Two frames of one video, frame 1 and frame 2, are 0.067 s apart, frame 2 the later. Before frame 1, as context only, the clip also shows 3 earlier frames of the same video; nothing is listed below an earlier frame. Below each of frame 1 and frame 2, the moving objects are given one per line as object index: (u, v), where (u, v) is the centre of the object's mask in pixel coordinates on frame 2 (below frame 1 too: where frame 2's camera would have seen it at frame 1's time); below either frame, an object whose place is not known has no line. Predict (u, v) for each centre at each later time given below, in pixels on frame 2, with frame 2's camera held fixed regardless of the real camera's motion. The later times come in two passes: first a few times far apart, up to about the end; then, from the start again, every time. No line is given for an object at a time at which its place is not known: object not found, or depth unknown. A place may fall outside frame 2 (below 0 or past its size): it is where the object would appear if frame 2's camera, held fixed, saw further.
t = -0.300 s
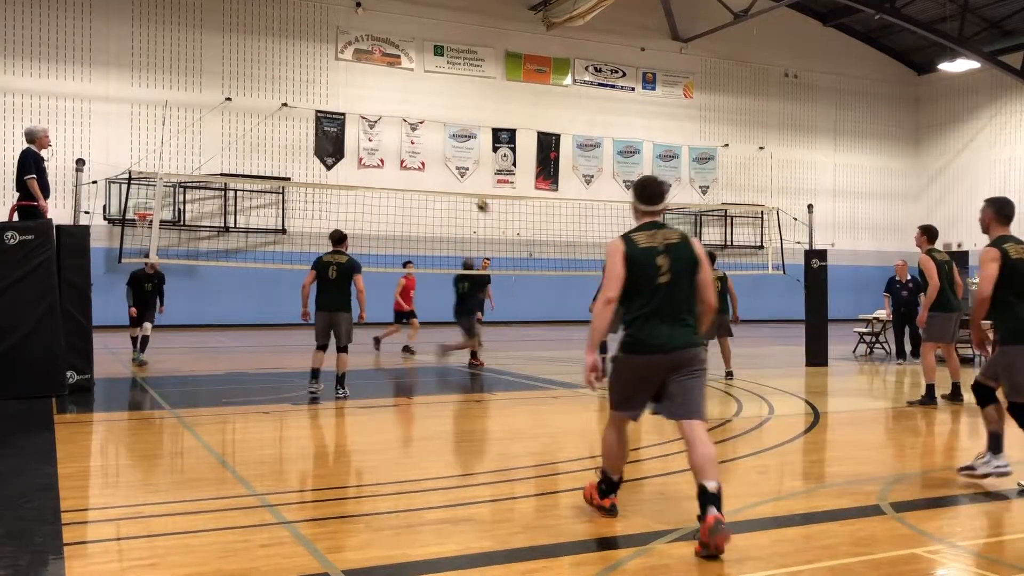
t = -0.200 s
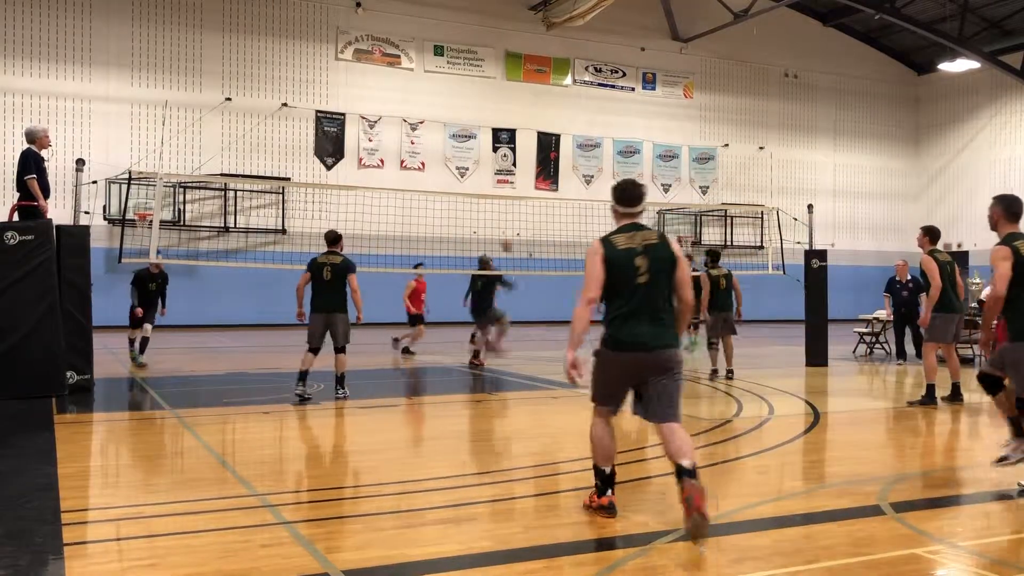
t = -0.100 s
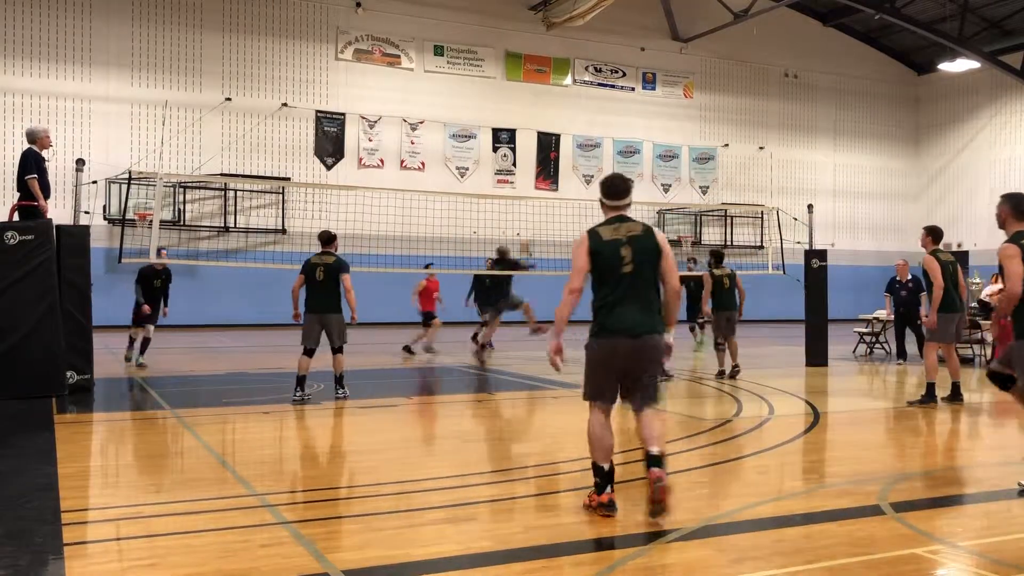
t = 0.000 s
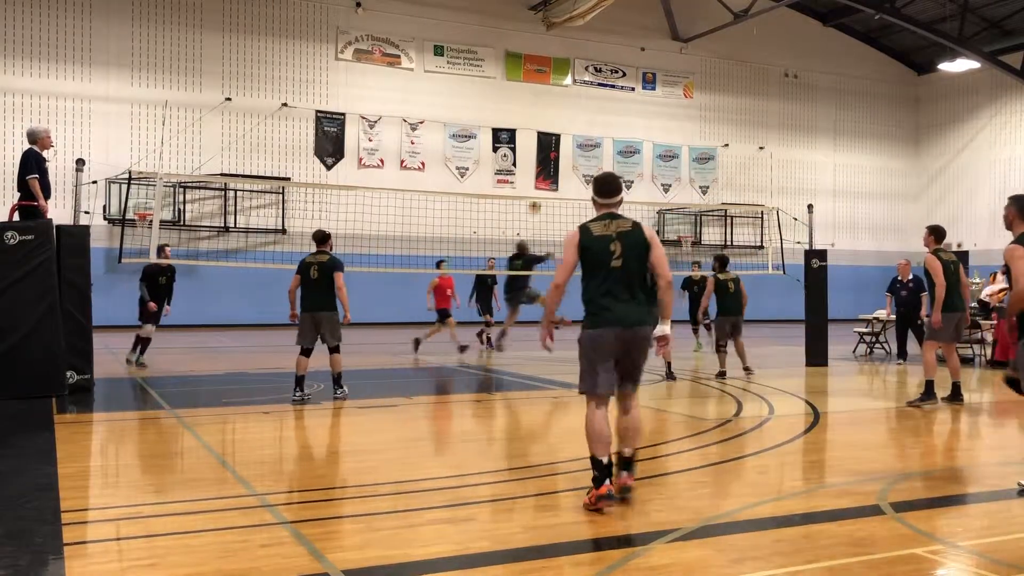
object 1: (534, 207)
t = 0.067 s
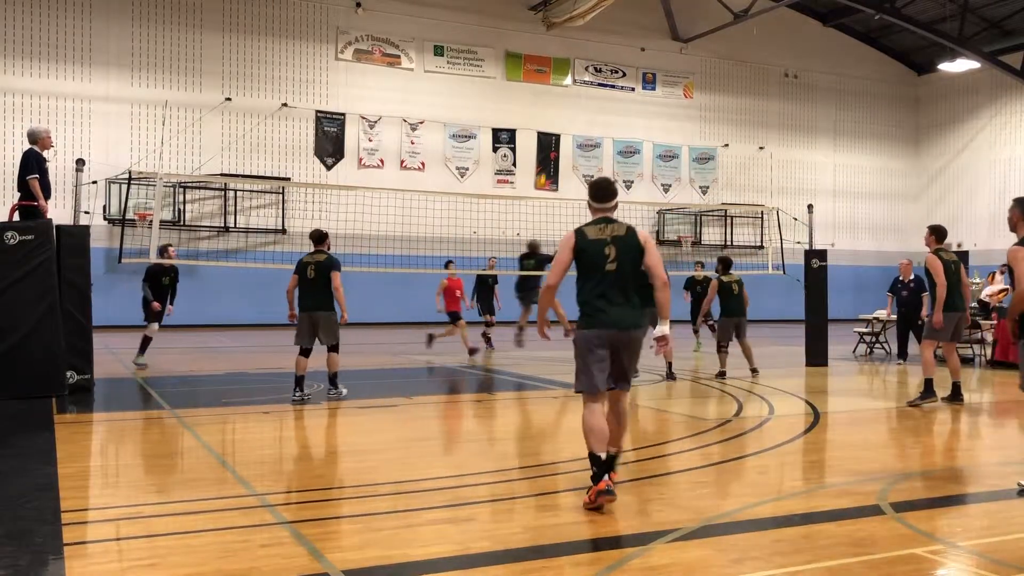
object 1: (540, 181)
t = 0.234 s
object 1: (555, 139)
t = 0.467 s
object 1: (572, 109)
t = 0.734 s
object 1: (590, 113)
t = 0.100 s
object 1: (543, 171)
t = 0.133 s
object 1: (547, 162)
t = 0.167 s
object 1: (550, 153)
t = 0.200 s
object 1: (553, 145)
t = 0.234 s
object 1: (555, 139)
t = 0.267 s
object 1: (557, 132)
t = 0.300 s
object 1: (560, 126)
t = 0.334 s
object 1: (562, 122)
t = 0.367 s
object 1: (565, 118)
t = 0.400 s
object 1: (567, 114)
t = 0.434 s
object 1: (569, 111)
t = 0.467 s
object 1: (572, 109)
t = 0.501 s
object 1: (574, 107)
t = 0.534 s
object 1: (577, 107)
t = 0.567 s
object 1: (579, 107)
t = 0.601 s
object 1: (581, 106)
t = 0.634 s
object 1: (583, 107)
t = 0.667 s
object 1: (586, 108)
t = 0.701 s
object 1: (588, 111)
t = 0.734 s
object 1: (590, 113)
